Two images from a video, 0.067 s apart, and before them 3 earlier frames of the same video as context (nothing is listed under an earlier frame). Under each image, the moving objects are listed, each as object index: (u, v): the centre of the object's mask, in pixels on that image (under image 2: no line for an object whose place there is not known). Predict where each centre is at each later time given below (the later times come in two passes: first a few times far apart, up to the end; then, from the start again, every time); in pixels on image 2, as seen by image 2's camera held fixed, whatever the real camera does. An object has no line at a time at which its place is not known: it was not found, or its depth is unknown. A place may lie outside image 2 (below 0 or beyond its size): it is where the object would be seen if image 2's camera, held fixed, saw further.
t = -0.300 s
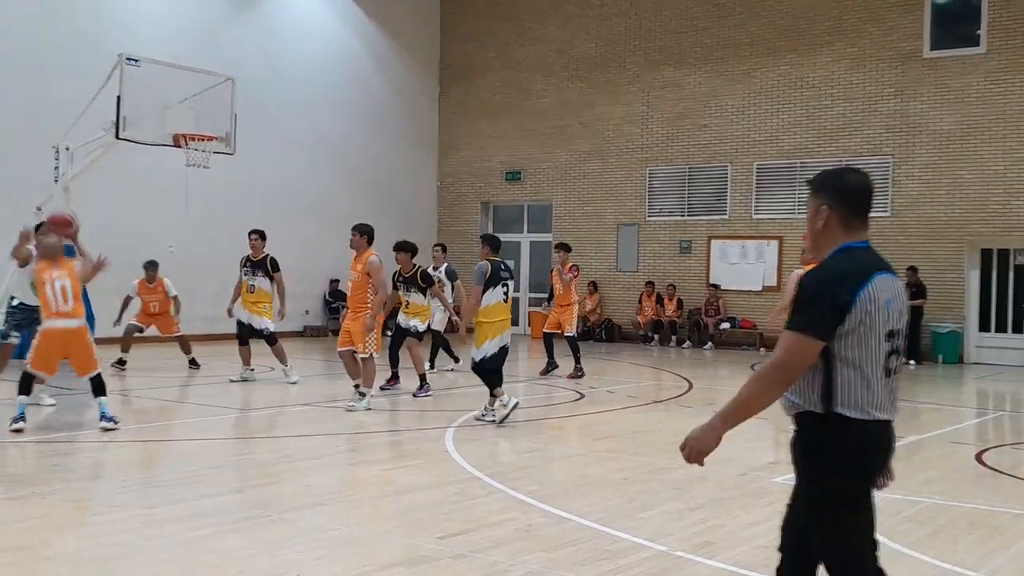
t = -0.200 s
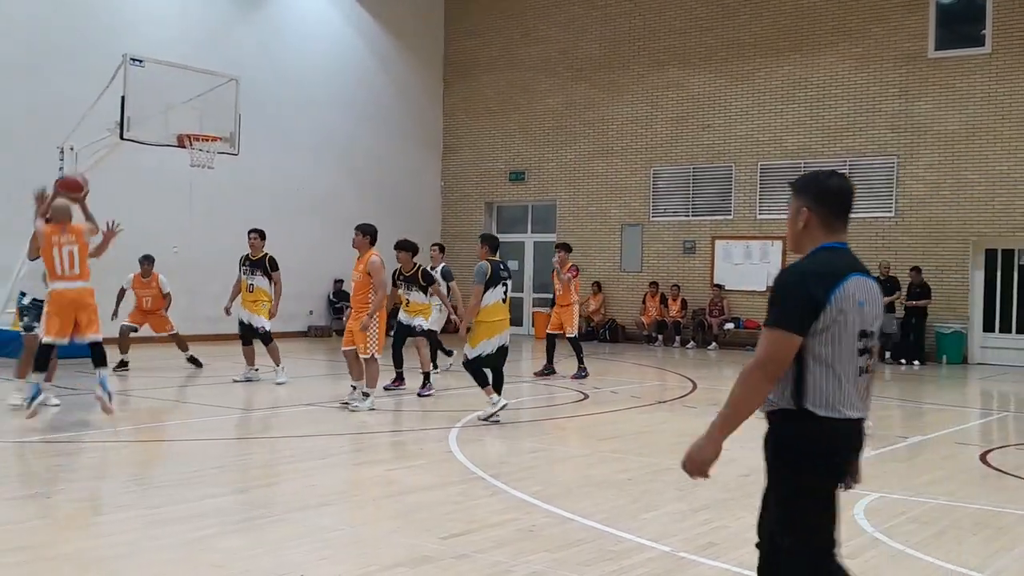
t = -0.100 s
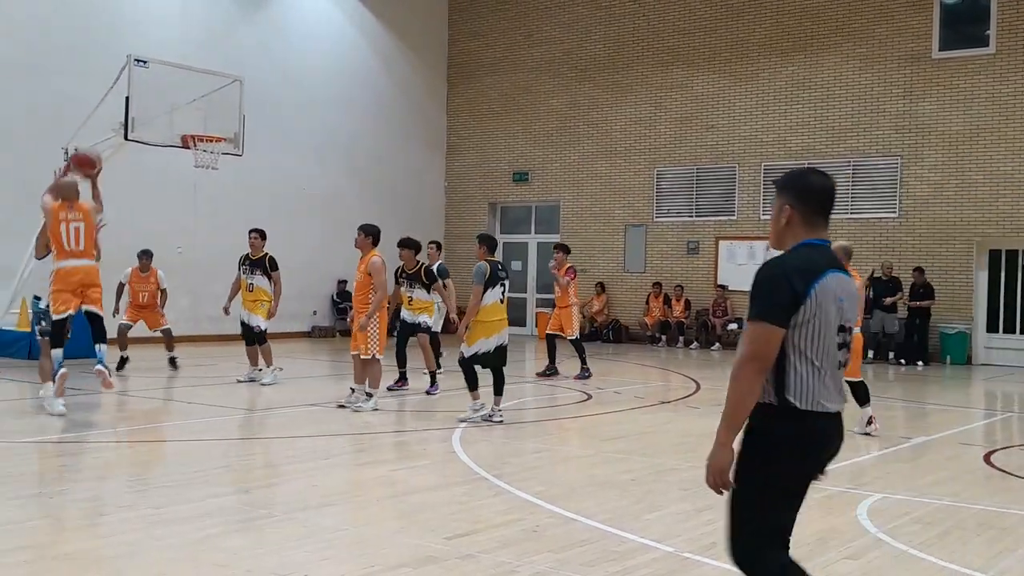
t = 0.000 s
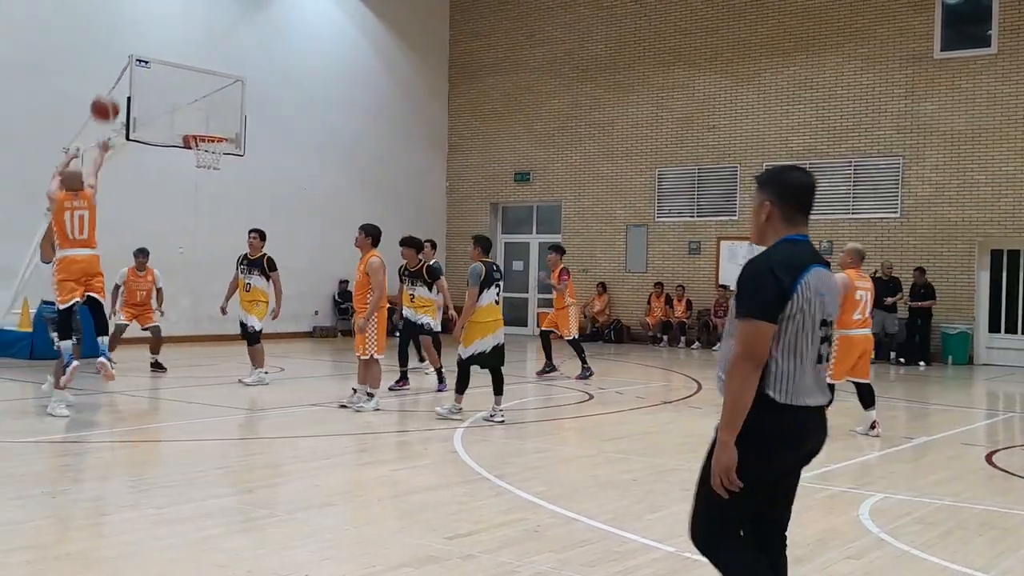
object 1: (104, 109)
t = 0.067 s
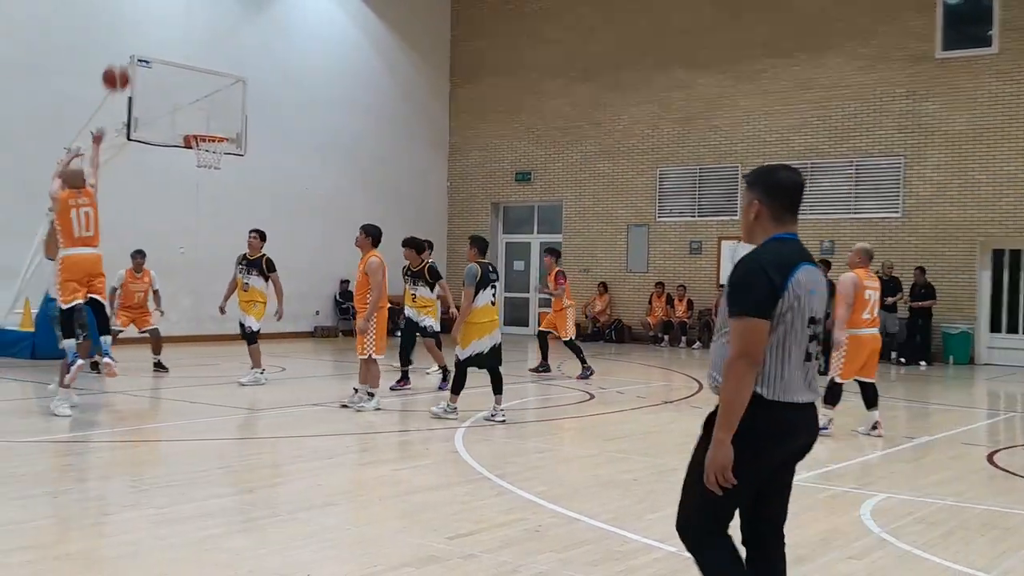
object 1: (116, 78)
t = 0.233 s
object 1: (137, 30)
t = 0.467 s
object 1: (164, 14)
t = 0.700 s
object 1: (184, 47)
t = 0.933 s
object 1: (202, 116)
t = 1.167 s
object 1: (195, 100)
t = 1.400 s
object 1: (181, 102)
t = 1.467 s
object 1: (176, 112)
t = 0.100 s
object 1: (120, 66)
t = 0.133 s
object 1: (125, 55)
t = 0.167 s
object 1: (129, 45)
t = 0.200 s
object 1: (133, 37)
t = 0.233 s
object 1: (137, 30)
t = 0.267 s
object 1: (142, 24)
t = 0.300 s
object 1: (145, 19)
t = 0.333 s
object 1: (148, 16)
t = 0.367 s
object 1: (153, 14)
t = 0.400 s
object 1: (156, 13)
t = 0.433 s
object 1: (159, 12)
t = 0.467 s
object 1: (164, 14)
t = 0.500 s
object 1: (167, 16)
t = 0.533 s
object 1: (170, 19)
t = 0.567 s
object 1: (173, 23)
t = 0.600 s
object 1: (176, 28)
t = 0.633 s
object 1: (179, 33)
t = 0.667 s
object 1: (181, 40)
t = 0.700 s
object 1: (184, 47)
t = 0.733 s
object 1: (186, 55)
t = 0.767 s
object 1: (189, 64)
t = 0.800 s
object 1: (192, 73)
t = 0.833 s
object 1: (194, 82)
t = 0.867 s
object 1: (197, 93)
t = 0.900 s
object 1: (200, 104)
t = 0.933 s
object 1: (202, 116)
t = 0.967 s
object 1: (204, 127)
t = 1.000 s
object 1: (203, 124)
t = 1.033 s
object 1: (202, 119)
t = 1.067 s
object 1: (200, 113)
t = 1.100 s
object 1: (198, 108)
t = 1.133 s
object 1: (196, 104)
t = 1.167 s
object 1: (195, 100)
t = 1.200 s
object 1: (193, 98)
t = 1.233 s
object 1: (191, 96)
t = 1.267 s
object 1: (189, 95)
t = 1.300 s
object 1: (187, 96)
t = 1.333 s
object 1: (185, 97)
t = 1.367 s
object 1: (183, 99)
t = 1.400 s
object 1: (181, 102)
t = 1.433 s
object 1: (178, 107)
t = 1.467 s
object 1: (176, 112)
